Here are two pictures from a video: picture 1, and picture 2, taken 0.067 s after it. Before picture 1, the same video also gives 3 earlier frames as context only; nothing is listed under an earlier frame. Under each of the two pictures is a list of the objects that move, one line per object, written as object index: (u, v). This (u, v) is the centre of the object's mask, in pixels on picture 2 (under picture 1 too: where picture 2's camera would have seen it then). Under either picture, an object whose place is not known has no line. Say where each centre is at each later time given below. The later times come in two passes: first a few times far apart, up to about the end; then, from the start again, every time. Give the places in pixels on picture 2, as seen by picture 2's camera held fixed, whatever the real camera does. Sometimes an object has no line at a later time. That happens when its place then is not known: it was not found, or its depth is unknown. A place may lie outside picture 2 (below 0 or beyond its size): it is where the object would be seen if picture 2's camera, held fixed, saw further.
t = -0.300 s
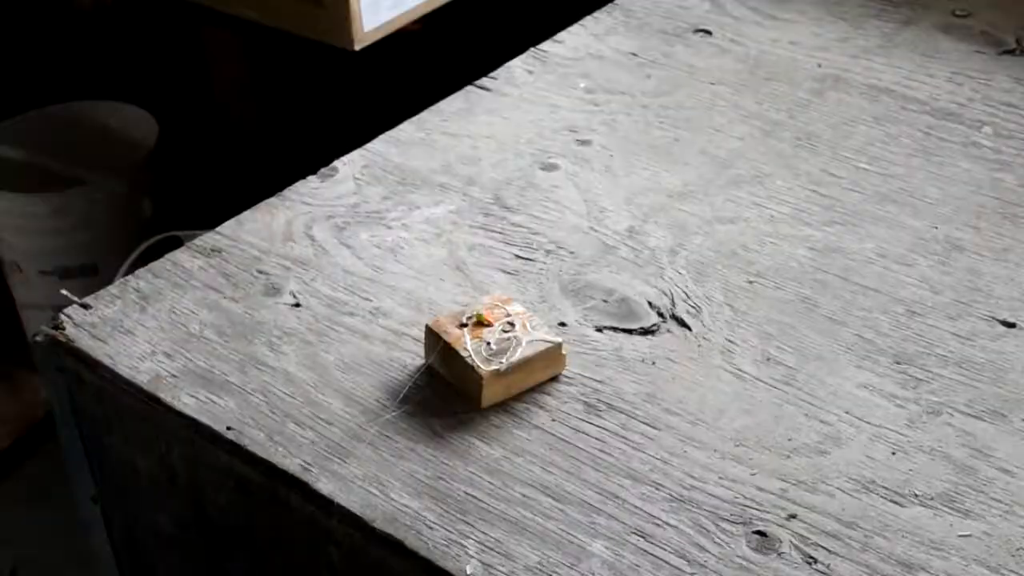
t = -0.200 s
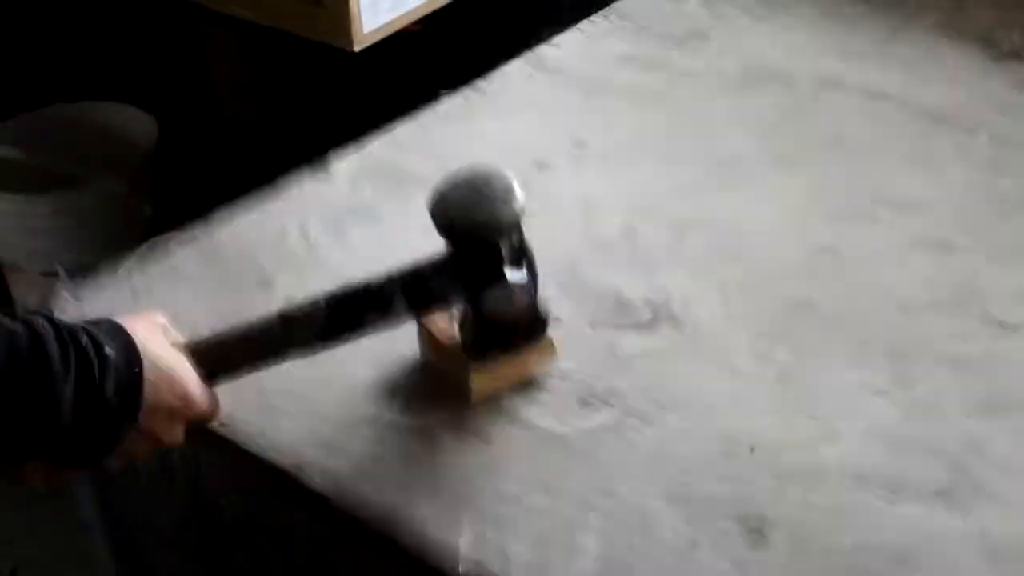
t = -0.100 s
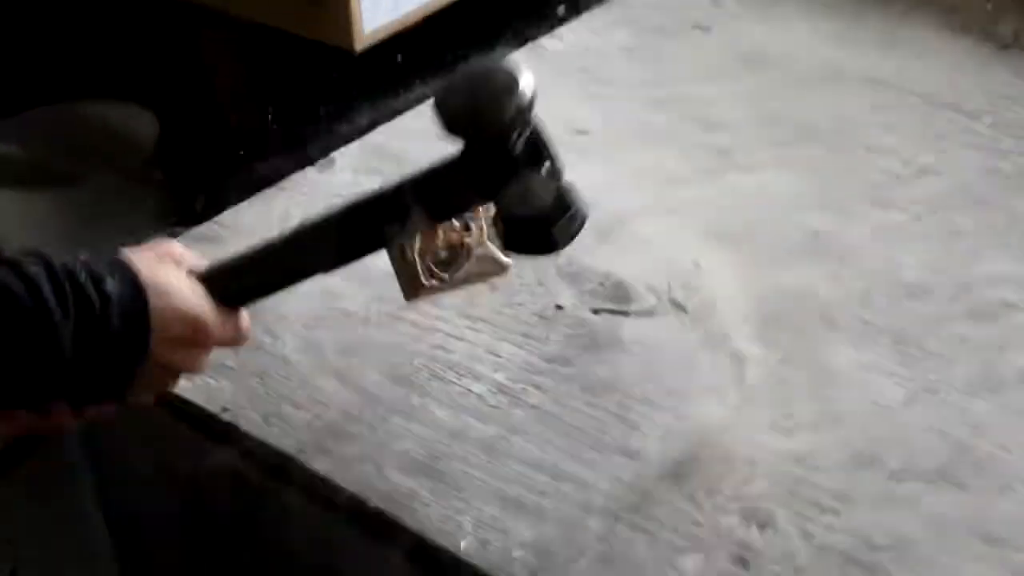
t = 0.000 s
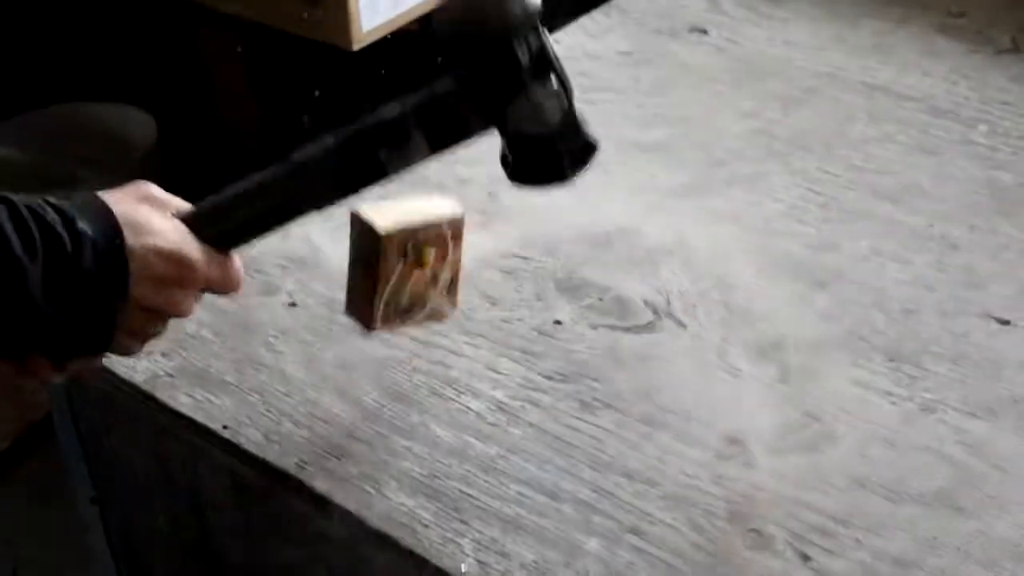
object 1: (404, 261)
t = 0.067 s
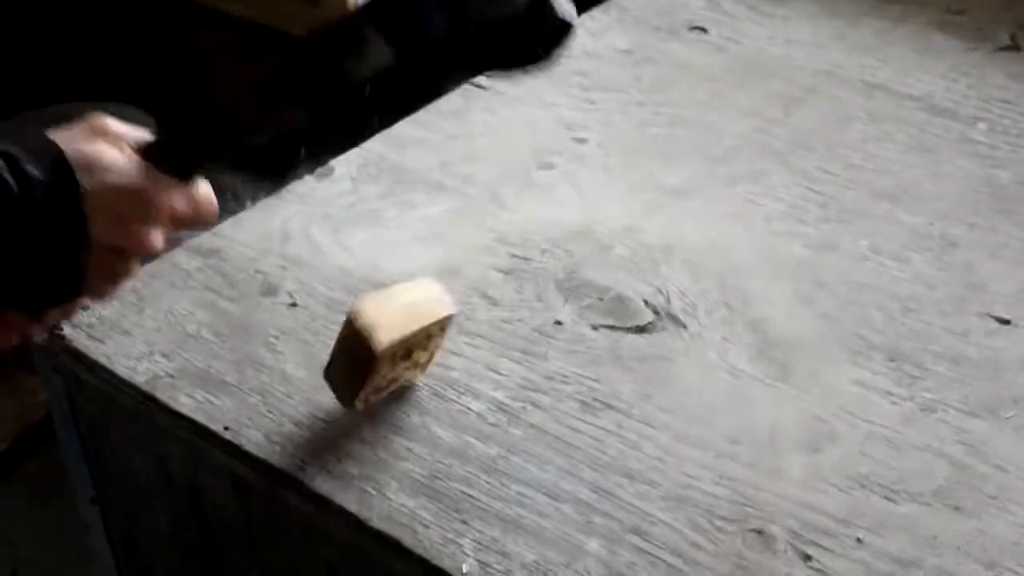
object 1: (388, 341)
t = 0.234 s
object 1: (366, 400)
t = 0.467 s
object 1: (452, 438)
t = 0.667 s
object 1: (453, 437)
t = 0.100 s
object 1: (374, 348)
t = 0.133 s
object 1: (367, 354)
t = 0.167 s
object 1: (363, 364)
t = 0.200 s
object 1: (364, 379)
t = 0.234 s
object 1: (366, 400)
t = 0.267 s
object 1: (372, 417)
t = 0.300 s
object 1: (385, 425)
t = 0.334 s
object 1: (402, 439)
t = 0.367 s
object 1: (420, 436)
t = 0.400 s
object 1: (436, 438)
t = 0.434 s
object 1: (447, 439)
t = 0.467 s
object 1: (452, 438)
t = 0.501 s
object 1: (453, 437)
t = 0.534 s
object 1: (453, 437)
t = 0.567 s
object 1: (453, 437)
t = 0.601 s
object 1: (453, 437)
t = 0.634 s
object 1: (453, 437)
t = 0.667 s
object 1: (453, 437)
